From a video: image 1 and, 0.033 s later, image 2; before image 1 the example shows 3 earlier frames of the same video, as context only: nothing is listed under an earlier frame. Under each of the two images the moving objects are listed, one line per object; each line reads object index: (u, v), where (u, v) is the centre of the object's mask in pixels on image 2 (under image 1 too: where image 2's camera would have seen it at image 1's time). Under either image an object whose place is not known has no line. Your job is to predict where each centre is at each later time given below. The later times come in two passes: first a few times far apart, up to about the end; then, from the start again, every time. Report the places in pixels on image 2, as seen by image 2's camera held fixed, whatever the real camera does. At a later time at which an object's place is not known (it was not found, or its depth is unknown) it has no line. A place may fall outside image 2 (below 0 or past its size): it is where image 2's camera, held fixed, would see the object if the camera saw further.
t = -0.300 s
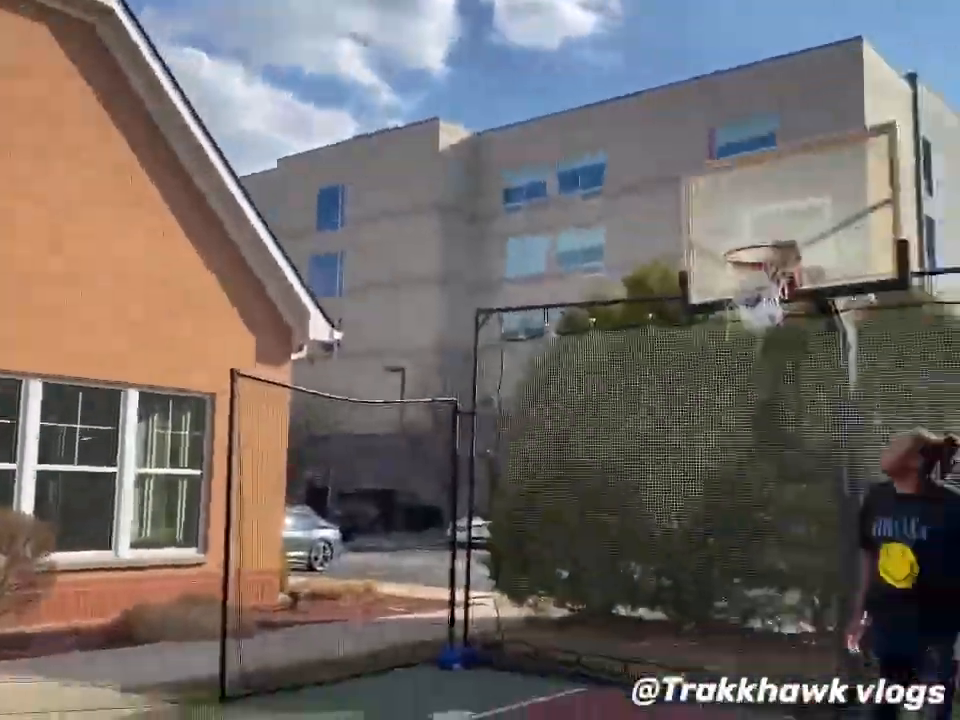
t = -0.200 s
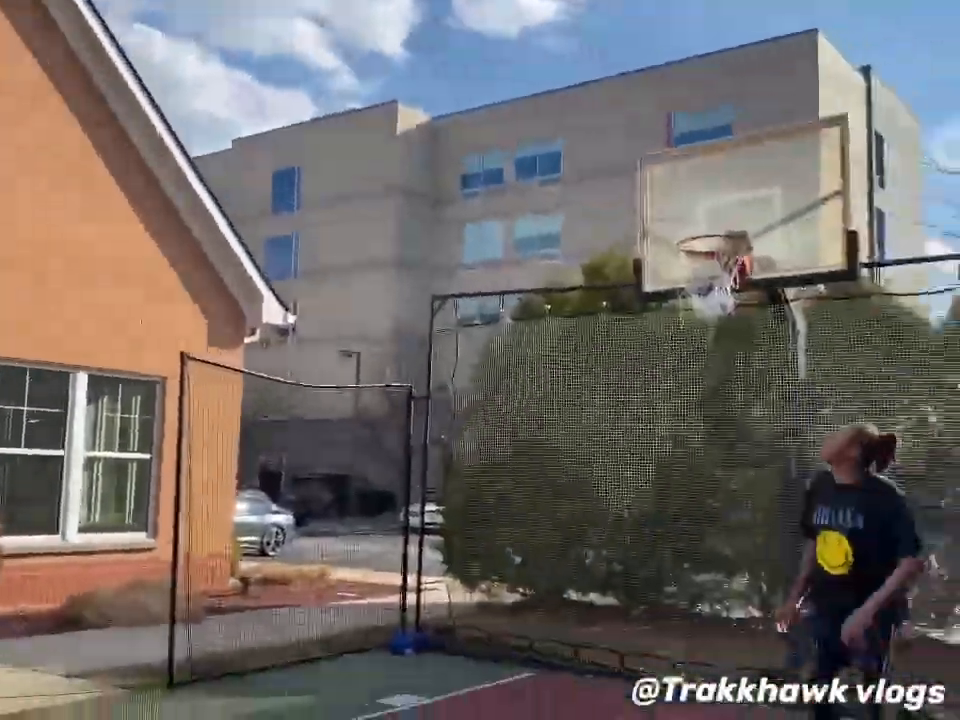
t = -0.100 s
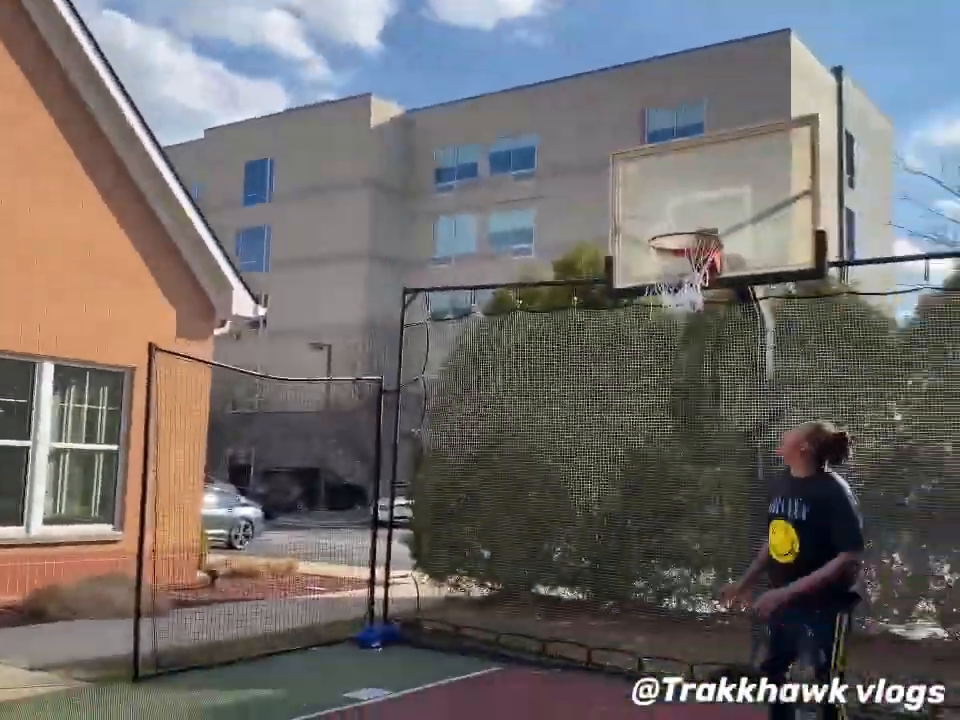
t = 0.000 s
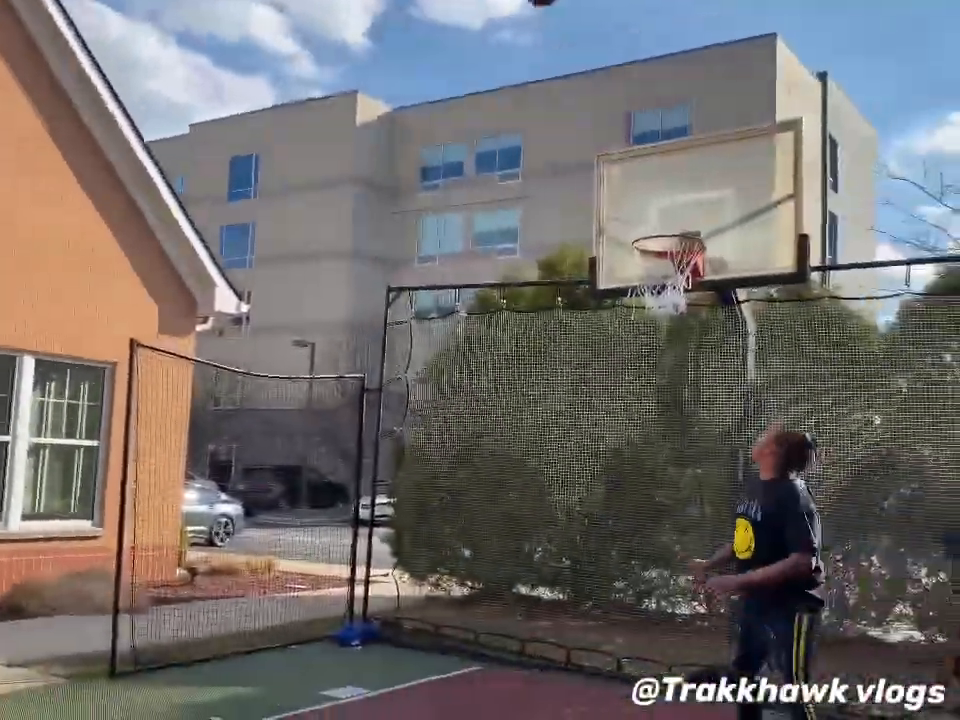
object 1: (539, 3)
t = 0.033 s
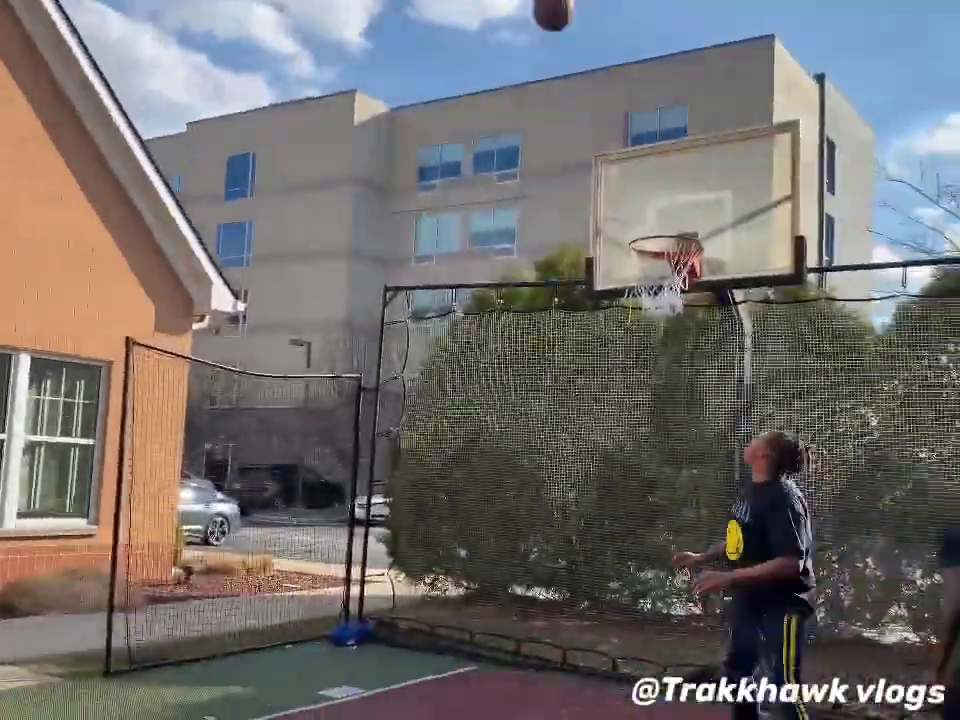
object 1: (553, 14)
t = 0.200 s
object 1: (612, 146)
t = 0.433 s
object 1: (668, 236)
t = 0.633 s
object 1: (632, 231)
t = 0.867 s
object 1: (616, 276)
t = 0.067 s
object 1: (565, 36)
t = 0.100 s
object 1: (577, 63)
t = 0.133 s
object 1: (590, 90)
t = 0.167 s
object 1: (602, 118)
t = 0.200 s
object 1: (612, 146)
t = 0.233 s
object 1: (623, 176)
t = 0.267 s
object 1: (632, 205)
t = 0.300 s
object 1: (641, 235)
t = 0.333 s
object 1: (657, 244)
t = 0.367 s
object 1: (673, 246)
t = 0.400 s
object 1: (680, 238)
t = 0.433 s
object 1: (668, 236)
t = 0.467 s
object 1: (654, 234)
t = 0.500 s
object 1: (645, 233)
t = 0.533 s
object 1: (641, 231)
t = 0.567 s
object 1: (638, 230)
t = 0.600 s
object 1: (635, 230)
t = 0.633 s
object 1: (632, 231)
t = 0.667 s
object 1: (630, 235)
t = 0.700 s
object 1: (626, 239)
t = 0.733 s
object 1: (622, 246)
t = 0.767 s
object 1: (620, 252)
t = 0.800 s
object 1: (619, 259)
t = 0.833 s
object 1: (617, 268)
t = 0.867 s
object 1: (616, 276)
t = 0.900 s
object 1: (615, 287)
